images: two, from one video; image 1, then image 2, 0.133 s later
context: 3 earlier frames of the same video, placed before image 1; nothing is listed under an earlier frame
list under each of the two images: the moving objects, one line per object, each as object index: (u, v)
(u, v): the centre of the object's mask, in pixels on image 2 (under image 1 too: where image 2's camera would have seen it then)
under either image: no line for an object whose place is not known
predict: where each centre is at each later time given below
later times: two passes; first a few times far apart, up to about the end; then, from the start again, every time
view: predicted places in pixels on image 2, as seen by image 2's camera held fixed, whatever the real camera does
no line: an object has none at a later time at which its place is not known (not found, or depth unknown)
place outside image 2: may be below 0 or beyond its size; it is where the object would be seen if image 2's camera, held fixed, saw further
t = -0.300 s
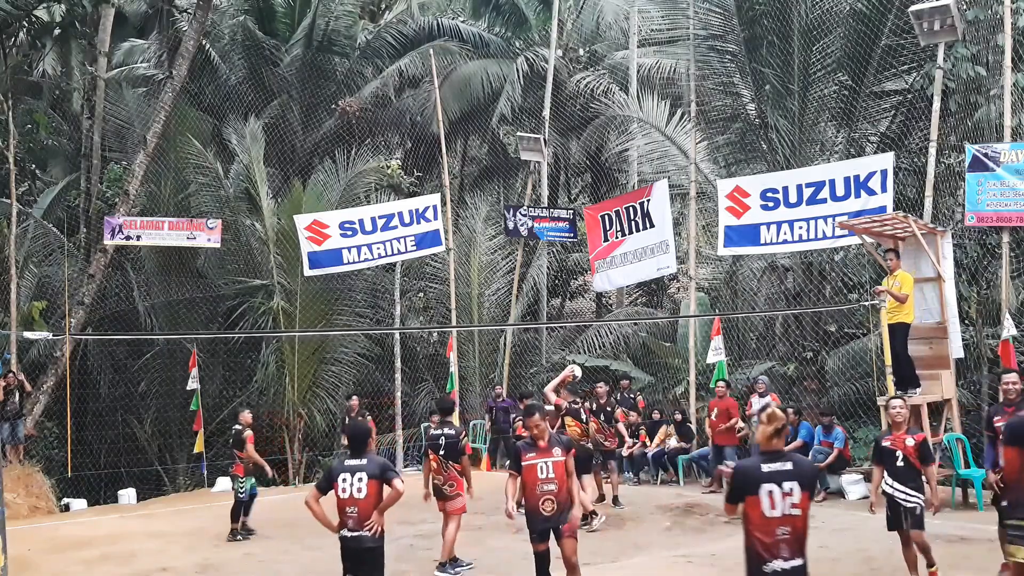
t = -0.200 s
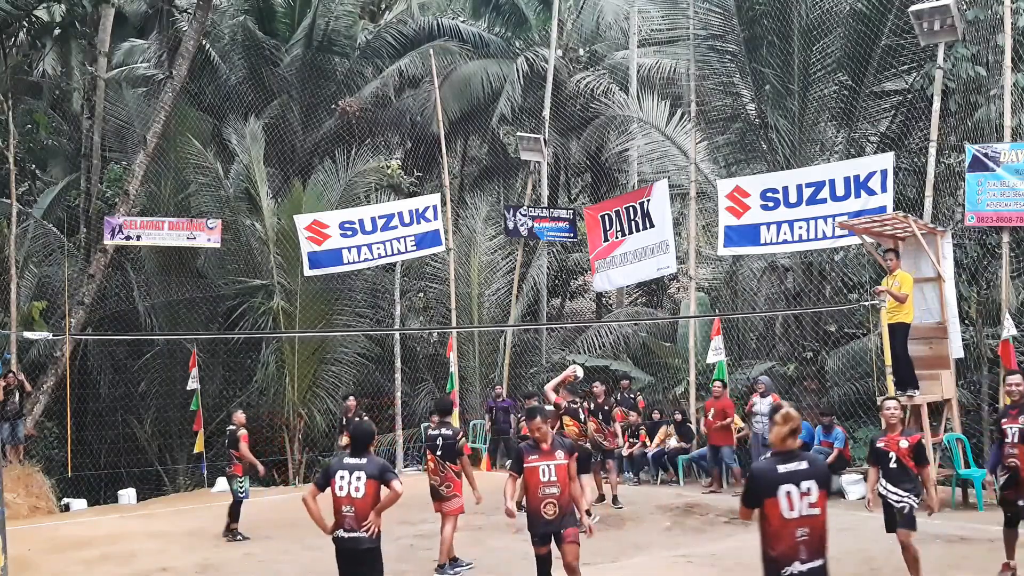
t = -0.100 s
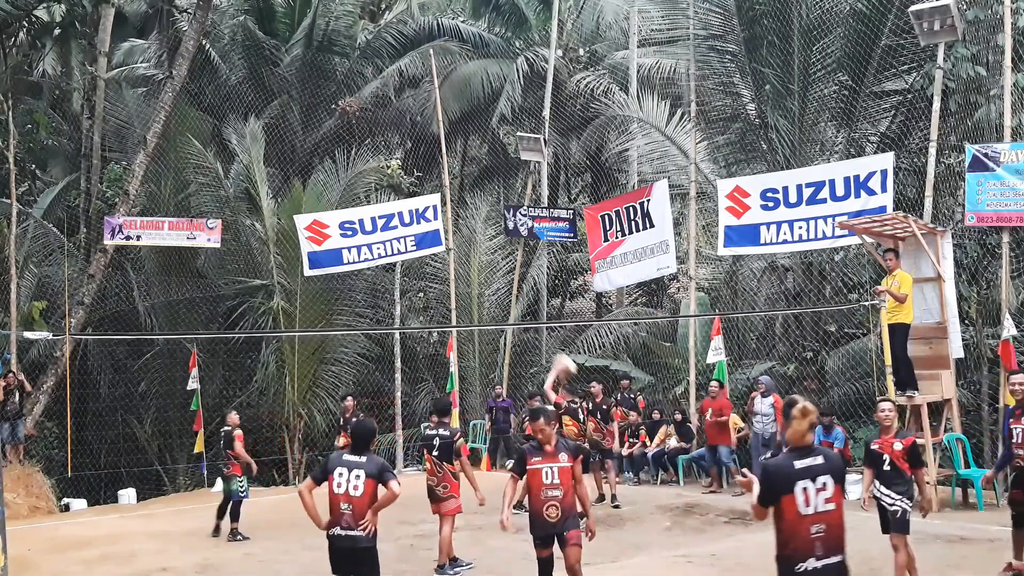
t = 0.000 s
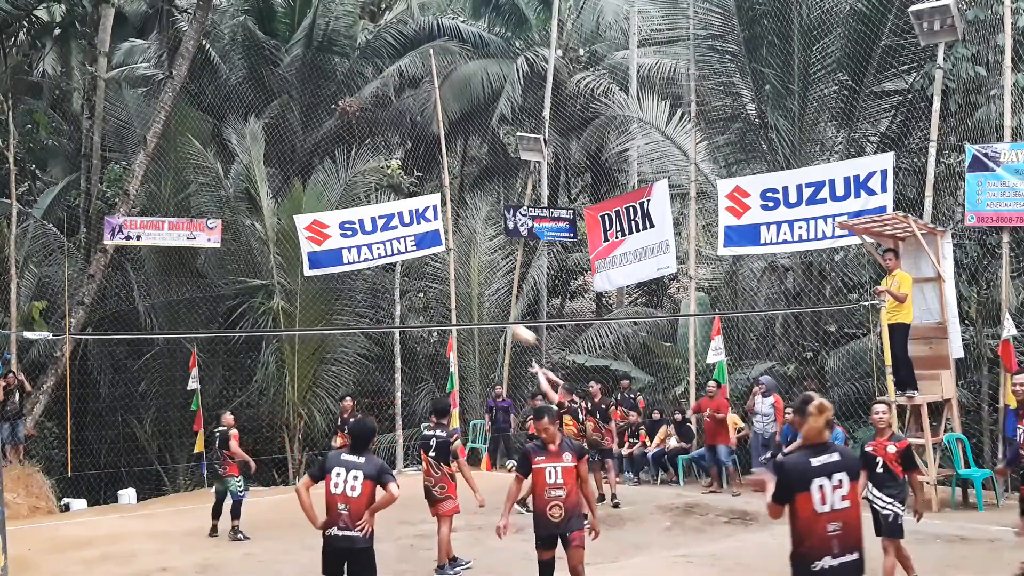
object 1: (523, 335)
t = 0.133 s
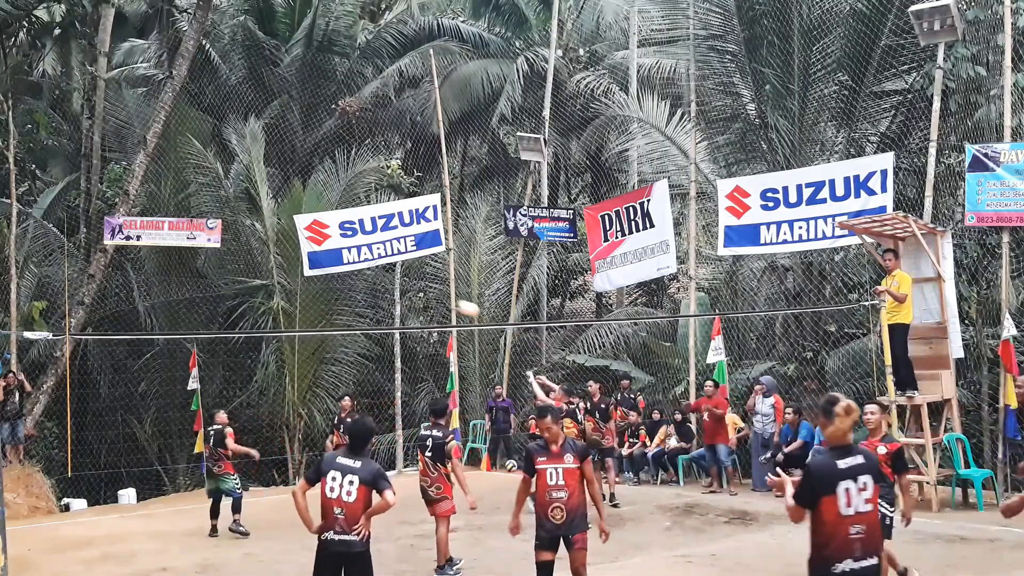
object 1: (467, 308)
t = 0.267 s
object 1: (415, 297)
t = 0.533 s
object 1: (322, 314)
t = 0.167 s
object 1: (454, 305)
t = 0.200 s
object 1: (440, 300)
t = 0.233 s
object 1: (427, 299)
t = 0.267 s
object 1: (415, 297)
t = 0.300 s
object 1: (403, 297)
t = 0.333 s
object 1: (390, 297)
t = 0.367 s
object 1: (379, 299)
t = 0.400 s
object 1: (367, 299)
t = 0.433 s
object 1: (355, 302)
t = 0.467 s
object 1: (344, 306)
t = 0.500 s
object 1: (333, 310)
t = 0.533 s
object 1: (322, 314)
